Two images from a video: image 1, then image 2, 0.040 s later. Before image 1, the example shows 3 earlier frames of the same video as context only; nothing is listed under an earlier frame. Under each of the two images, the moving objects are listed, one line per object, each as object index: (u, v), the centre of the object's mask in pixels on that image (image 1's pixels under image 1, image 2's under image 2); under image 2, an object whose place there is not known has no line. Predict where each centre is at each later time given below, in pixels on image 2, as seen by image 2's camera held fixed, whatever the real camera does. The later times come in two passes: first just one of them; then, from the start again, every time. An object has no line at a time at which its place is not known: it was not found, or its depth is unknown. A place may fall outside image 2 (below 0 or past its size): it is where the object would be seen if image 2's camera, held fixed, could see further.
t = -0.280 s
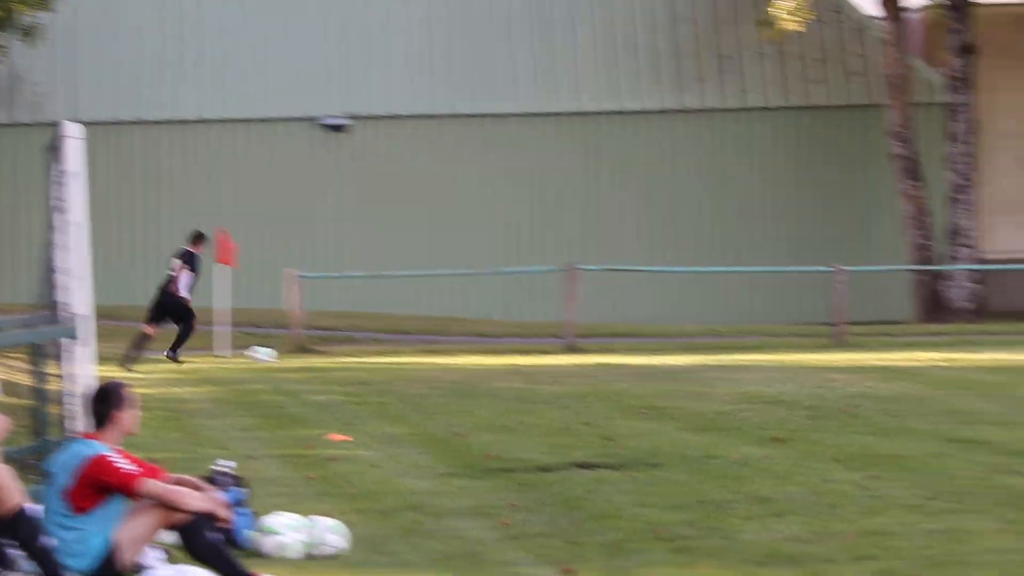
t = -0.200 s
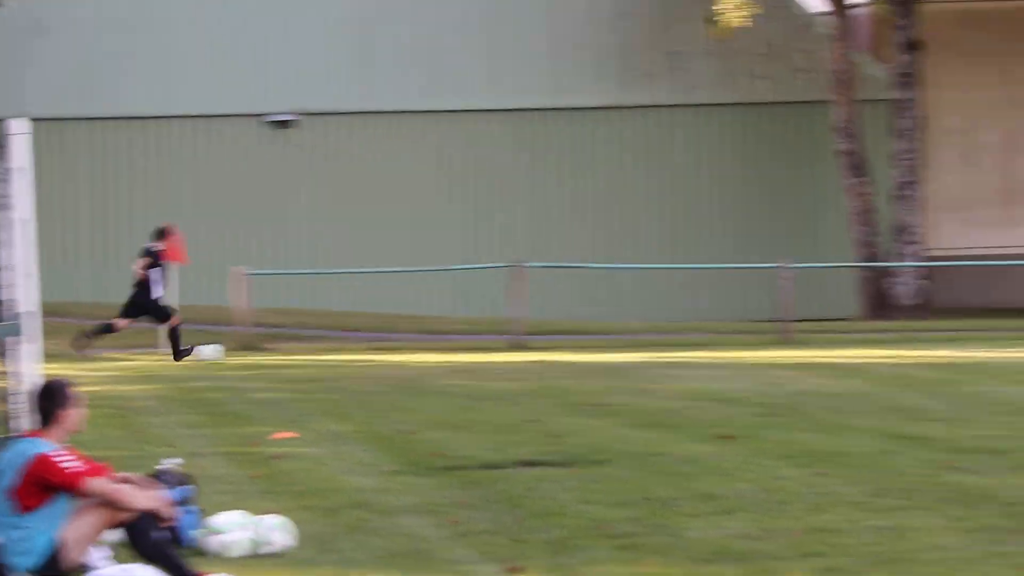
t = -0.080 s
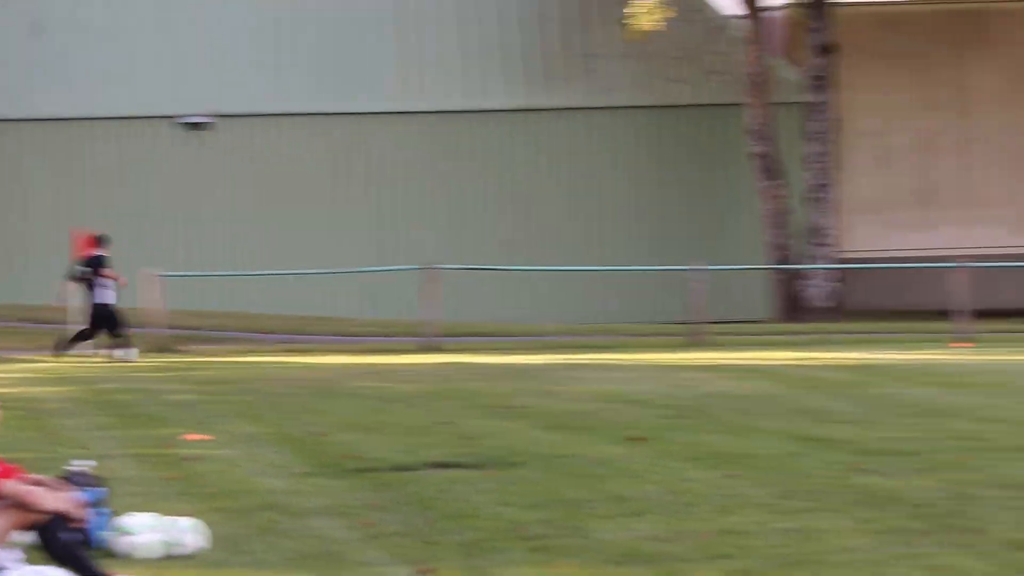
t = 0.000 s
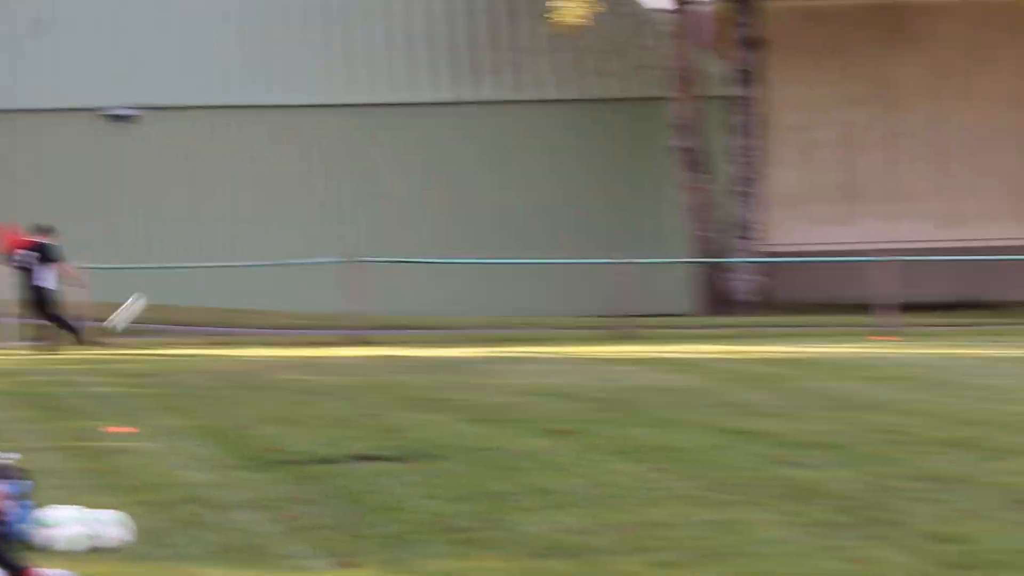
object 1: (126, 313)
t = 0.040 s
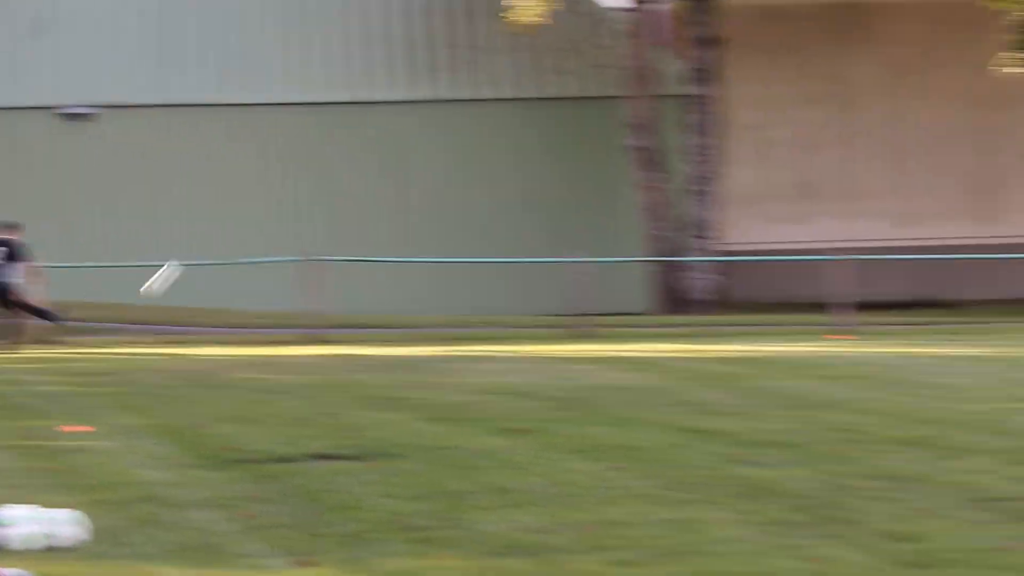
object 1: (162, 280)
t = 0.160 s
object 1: (401, 196)
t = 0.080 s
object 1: (245, 248)
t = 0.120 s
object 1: (324, 221)
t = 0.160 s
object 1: (401, 196)
